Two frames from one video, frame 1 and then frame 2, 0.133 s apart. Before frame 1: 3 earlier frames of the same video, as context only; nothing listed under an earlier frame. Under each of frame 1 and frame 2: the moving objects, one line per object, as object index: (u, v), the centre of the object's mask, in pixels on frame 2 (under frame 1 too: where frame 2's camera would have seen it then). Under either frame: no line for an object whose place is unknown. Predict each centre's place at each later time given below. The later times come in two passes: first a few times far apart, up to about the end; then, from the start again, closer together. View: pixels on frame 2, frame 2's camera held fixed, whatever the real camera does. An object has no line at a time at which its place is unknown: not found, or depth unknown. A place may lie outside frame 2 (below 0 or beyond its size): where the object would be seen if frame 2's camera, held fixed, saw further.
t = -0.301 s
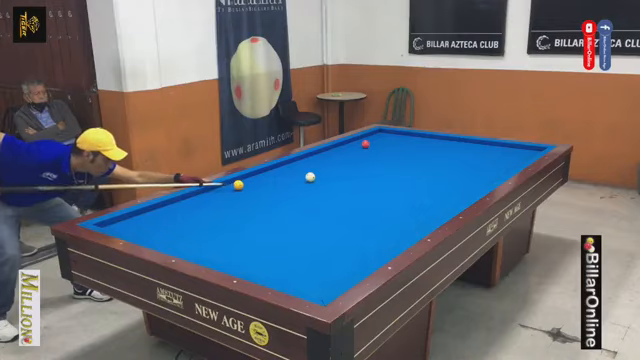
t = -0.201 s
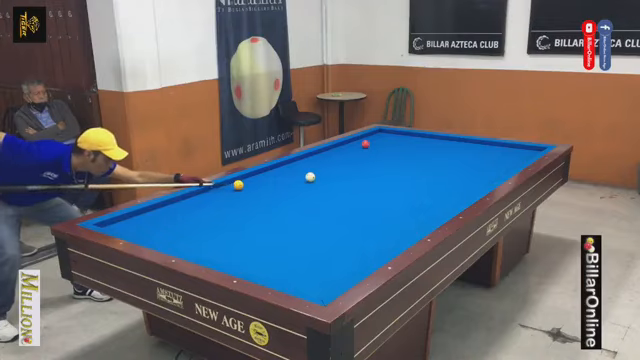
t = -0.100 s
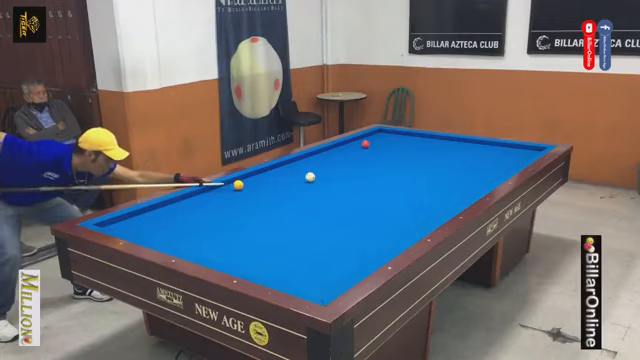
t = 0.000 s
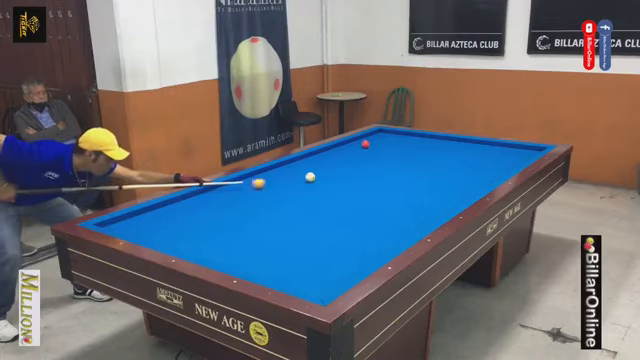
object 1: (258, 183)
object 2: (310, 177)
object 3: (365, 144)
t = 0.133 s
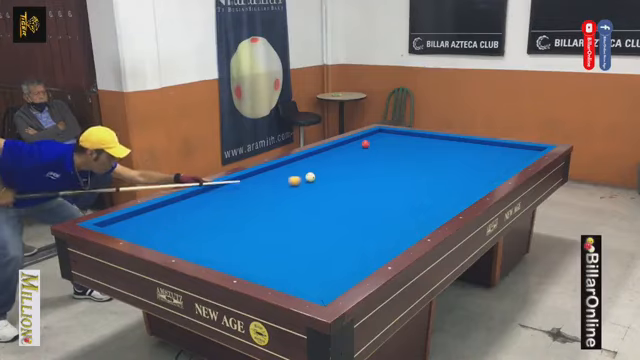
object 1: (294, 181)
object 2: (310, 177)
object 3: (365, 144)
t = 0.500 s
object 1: (383, 179)
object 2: (315, 172)
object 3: (365, 144)
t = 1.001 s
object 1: (493, 177)
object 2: (321, 165)
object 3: (365, 144)
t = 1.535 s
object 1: (461, 155)
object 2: (328, 158)
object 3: (365, 144)
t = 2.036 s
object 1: (440, 140)
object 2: (333, 153)
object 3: (365, 144)
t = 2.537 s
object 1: (401, 136)
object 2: (337, 148)
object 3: (365, 144)
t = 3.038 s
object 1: (361, 137)
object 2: (341, 144)
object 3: (365, 144)
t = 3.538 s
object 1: (363, 142)
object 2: (349, 141)
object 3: (367, 146)
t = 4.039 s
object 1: (363, 145)
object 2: (358, 139)
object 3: (369, 151)
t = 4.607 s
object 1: (364, 146)
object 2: (366, 138)
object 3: (372, 157)
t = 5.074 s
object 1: (364, 147)
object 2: (372, 137)
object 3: (375, 162)
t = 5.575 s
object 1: (363, 148)
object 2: (377, 136)
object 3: (378, 168)
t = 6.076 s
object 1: (363, 148)
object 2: (382, 135)
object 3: (380, 172)
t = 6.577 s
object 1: (363, 148)
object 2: (385, 135)
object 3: (383, 178)
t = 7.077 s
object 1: (363, 148)
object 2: (387, 134)
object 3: (386, 183)
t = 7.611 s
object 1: (363, 148)
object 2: (389, 134)
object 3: (389, 188)
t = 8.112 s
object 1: (363, 148)
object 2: (389, 134)
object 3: (391, 192)
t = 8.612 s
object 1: (363, 148)
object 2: (389, 134)
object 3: (393, 196)
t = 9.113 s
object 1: (363, 148)
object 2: (389, 134)
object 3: (395, 200)
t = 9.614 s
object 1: (363, 148)
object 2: (389, 134)
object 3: (397, 203)
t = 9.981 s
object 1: (363, 148)
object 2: (389, 134)
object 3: (398, 204)
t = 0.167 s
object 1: (303, 180)
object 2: (311, 176)
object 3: (365, 144)
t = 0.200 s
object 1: (311, 179)
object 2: (309, 174)
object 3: (365, 144)
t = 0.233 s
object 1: (319, 180)
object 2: (310, 176)
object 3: (365, 144)
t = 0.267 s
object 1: (327, 180)
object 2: (311, 175)
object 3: (365, 144)
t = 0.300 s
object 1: (335, 180)
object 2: (312, 175)
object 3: (365, 144)
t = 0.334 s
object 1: (343, 180)
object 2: (312, 174)
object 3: (365, 144)
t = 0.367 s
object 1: (351, 180)
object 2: (313, 174)
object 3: (365, 144)
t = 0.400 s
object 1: (359, 180)
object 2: (313, 173)
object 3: (365, 144)
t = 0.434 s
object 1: (367, 179)
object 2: (314, 173)
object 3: (365, 144)
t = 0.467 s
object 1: (374, 179)
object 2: (314, 172)
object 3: (365, 144)
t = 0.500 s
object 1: (383, 179)
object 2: (315, 172)
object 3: (365, 144)
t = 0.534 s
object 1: (391, 179)
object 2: (315, 171)
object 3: (365, 144)
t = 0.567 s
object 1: (399, 179)
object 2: (316, 171)
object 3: (365, 144)
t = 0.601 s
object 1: (407, 179)
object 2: (316, 170)
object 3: (365, 144)
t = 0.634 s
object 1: (415, 179)
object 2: (316, 170)
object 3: (365, 144)
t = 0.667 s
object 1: (422, 179)
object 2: (317, 169)
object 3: (365, 144)
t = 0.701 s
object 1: (431, 179)
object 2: (317, 169)
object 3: (365, 144)
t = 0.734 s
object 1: (439, 179)
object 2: (318, 168)
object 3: (365, 144)
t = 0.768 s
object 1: (447, 179)
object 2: (318, 168)
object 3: (365, 144)
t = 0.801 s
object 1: (455, 179)
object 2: (319, 167)
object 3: (365, 144)
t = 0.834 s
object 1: (463, 179)
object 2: (319, 167)
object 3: (365, 144)
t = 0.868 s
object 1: (471, 179)
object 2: (320, 166)
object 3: (365, 144)
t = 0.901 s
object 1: (479, 179)
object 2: (320, 166)
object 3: (365, 144)
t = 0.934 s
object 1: (487, 179)
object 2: (321, 165)
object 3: (365, 144)
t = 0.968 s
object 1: (494, 178)
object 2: (321, 165)
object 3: (365, 144)
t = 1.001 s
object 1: (493, 177)
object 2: (321, 165)
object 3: (365, 144)
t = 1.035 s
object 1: (490, 175)
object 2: (322, 164)
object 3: (365, 144)
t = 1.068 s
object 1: (487, 174)
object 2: (322, 164)
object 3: (365, 144)
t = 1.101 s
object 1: (484, 172)
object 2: (322, 163)
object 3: (365, 144)
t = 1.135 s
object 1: (482, 171)
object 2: (323, 163)
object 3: (365, 144)
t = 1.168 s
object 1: (480, 169)
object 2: (323, 162)
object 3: (365, 144)
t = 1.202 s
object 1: (478, 168)
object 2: (324, 162)
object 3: (365, 144)
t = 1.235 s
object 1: (476, 167)
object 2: (324, 161)
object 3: (365, 144)
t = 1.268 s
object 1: (474, 165)
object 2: (325, 161)
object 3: (365, 144)
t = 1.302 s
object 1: (473, 164)
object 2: (325, 161)
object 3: (365, 144)
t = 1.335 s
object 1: (471, 163)
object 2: (325, 160)
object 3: (365, 144)
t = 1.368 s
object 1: (469, 162)
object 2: (326, 160)
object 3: (365, 144)
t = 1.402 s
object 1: (467, 160)
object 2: (326, 159)
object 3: (365, 144)
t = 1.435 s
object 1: (466, 159)
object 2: (327, 159)
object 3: (365, 144)
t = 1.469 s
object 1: (464, 158)
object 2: (327, 159)
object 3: (365, 144)
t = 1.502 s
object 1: (462, 157)
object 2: (327, 158)
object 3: (365, 144)
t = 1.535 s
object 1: (461, 155)
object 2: (328, 158)
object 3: (365, 144)
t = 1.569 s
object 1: (459, 154)
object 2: (328, 158)
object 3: (365, 144)
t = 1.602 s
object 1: (458, 153)
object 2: (328, 157)
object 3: (365, 144)
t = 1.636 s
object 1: (456, 152)
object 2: (329, 157)
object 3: (365, 144)
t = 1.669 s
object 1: (454, 151)
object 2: (329, 156)
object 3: (365, 144)
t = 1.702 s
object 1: (453, 150)
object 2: (329, 156)
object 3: (365, 144)
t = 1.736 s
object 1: (452, 149)
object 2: (330, 156)
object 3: (365, 144)
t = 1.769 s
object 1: (451, 148)
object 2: (330, 155)
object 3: (365, 144)
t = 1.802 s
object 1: (449, 147)
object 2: (330, 155)
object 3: (365, 144)
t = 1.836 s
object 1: (448, 146)
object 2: (331, 155)
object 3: (365, 144)
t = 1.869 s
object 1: (446, 145)
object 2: (331, 154)
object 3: (365, 144)
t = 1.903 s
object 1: (445, 144)
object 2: (331, 154)
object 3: (365, 144)
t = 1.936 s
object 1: (444, 143)
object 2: (331, 154)
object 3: (365, 144)
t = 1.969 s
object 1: (442, 142)
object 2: (332, 153)
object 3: (365, 144)
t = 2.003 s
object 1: (441, 141)
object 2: (332, 153)
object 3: (365, 144)
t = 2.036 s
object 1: (440, 140)
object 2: (333, 153)
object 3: (365, 144)
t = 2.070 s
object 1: (439, 139)
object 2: (333, 153)
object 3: (365, 144)
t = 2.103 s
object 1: (438, 139)
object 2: (333, 152)
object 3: (365, 144)
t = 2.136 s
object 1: (436, 138)
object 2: (334, 152)
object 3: (365, 144)
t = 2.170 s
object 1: (435, 137)
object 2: (334, 152)
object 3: (365, 144)
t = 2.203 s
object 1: (434, 136)
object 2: (334, 151)
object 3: (365, 144)
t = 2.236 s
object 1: (431, 136)
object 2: (334, 151)
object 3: (365, 144)
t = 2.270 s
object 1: (427, 136)
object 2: (335, 150)
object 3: (365, 144)
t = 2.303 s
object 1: (424, 136)
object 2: (335, 150)
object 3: (365, 144)
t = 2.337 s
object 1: (421, 136)
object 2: (335, 150)
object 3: (365, 144)
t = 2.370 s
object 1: (417, 136)
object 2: (336, 149)
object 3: (365, 144)
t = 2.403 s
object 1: (414, 136)
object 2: (336, 149)
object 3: (365, 144)
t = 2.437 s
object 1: (411, 136)
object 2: (336, 149)
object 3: (365, 144)
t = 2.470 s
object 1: (408, 136)
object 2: (336, 149)
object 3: (365, 144)
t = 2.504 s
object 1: (405, 136)
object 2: (337, 148)
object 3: (365, 144)
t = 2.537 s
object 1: (401, 136)
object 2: (337, 148)
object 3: (365, 144)
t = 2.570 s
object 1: (398, 136)
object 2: (337, 148)
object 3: (365, 144)
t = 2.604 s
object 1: (395, 136)
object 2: (337, 147)
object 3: (365, 144)
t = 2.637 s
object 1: (392, 136)
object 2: (338, 147)
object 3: (365, 144)
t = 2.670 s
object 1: (389, 136)
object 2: (338, 147)
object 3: (365, 144)
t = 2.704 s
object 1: (385, 136)
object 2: (338, 147)
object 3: (365, 144)
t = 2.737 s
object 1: (382, 136)
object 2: (339, 146)
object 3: (365, 144)
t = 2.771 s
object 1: (379, 136)
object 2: (339, 146)
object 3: (365, 144)
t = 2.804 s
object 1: (376, 137)
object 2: (339, 146)
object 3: (365, 144)
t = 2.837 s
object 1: (373, 136)
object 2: (339, 145)
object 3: (365, 144)
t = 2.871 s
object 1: (370, 136)
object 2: (339, 145)
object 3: (365, 144)
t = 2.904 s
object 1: (367, 136)
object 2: (340, 145)
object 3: (365, 144)
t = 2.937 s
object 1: (364, 136)
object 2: (340, 144)
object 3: (365, 144)
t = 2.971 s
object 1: (361, 136)
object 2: (340, 144)
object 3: (365, 144)
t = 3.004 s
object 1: (361, 137)
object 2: (340, 144)
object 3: (365, 144)
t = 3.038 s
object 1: (361, 137)
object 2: (341, 144)
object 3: (365, 144)
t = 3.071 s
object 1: (361, 137)
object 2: (341, 143)
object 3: (365, 144)
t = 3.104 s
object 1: (362, 138)
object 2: (341, 143)
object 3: (366, 144)
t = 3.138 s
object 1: (362, 139)
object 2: (342, 143)
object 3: (365, 144)
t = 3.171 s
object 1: (362, 139)
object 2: (342, 143)
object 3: (365, 144)
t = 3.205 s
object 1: (362, 139)
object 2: (343, 143)
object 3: (365, 144)
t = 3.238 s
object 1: (362, 140)
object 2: (343, 143)
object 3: (365, 144)
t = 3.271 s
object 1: (362, 140)
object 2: (344, 142)
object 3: (365, 144)
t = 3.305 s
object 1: (363, 141)
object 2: (345, 142)
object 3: (365, 144)
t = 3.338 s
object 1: (362, 141)
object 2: (346, 142)
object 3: (365, 144)
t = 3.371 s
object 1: (362, 141)
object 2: (346, 142)
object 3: (365, 144)
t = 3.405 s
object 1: (362, 141)
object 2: (347, 142)
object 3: (366, 145)
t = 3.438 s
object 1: (362, 141)
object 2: (347, 142)
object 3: (366, 145)
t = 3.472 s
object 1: (363, 141)
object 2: (348, 142)
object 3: (366, 145)
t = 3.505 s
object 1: (363, 142)
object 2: (349, 142)
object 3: (366, 146)
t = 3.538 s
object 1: (363, 142)
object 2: (349, 141)
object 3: (367, 146)
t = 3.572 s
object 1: (363, 142)
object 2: (350, 141)
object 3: (367, 146)
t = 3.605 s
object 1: (363, 142)
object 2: (351, 141)
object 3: (367, 146)
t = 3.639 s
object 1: (363, 143)
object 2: (351, 141)
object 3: (367, 147)
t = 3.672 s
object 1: (363, 143)
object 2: (352, 141)
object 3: (367, 147)
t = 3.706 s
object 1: (363, 143)
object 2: (352, 141)
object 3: (367, 147)
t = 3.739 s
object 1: (363, 143)
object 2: (353, 141)
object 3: (367, 148)
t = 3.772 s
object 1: (363, 143)
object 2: (353, 141)
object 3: (368, 148)
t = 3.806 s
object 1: (363, 144)
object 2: (354, 140)
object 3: (368, 149)
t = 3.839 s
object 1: (363, 144)
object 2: (355, 140)
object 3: (368, 149)
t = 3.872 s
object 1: (363, 144)
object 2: (355, 140)
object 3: (368, 149)
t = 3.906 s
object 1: (363, 144)
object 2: (356, 140)
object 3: (368, 150)
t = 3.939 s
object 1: (363, 144)
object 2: (356, 140)
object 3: (369, 151)
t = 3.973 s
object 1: (363, 144)
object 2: (357, 140)
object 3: (369, 151)
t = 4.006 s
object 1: (363, 144)
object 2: (357, 140)
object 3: (369, 151)
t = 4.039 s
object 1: (363, 145)
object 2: (358, 139)
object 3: (369, 151)
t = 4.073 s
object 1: (363, 145)
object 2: (358, 139)
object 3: (369, 152)
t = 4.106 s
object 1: (364, 145)
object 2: (359, 139)
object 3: (369, 152)
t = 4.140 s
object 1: (364, 145)
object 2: (359, 139)
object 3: (370, 152)
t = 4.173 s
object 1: (364, 145)
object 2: (360, 139)
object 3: (370, 153)
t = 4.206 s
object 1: (364, 145)
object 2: (360, 139)
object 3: (370, 153)
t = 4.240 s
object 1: (364, 145)
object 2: (361, 139)
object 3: (370, 153)
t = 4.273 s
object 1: (364, 145)
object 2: (361, 139)
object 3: (370, 154)
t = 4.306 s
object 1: (364, 145)
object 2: (362, 139)
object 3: (370, 154)
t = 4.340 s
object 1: (364, 145)
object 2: (362, 138)
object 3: (370, 154)
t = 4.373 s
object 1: (364, 145)
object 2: (363, 138)
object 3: (371, 155)
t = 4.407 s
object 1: (364, 146)
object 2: (363, 138)
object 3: (371, 155)
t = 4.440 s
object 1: (364, 145)
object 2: (364, 138)
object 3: (371, 155)
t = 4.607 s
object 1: (364, 146)
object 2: (366, 138)
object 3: (372, 157)
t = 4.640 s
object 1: (364, 146)
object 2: (367, 138)
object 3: (372, 158)
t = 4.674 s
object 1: (364, 146)
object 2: (367, 138)
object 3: (373, 158)
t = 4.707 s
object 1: (364, 146)
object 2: (367, 138)
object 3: (373, 158)
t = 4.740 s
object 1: (364, 146)
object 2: (368, 138)
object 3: (373, 159)
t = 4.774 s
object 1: (364, 147)
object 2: (368, 138)
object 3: (373, 159)
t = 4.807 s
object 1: (364, 147)
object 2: (369, 138)
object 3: (373, 159)
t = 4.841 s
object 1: (364, 147)
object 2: (369, 138)
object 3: (373, 160)
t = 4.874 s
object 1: (364, 147)
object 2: (369, 138)
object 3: (374, 160)
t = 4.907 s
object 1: (364, 147)
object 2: (370, 138)
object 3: (374, 160)
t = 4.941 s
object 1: (364, 147)
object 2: (370, 137)
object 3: (374, 161)
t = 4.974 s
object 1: (364, 147)
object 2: (371, 137)
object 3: (375, 161)
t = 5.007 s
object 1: (364, 147)
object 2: (371, 137)
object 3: (375, 161)
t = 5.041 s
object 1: (364, 147)
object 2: (371, 137)
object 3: (375, 162)
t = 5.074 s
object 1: (364, 147)
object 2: (372, 137)
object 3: (375, 162)
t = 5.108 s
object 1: (364, 147)
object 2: (372, 137)
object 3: (375, 162)
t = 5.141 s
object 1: (364, 147)
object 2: (373, 137)
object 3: (376, 163)
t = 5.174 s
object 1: (364, 147)
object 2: (373, 137)
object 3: (376, 163)
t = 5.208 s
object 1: (363, 147)
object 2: (373, 137)
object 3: (376, 164)
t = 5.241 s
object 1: (363, 147)
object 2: (374, 137)
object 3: (376, 164)
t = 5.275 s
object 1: (363, 147)
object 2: (374, 136)
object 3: (376, 164)
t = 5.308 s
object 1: (363, 147)
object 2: (375, 136)
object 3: (377, 165)
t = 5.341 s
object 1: (363, 147)
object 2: (375, 136)
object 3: (377, 165)
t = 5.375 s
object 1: (363, 147)
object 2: (375, 136)
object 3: (377, 165)
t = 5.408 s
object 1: (363, 147)
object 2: (376, 136)
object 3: (377, 166)
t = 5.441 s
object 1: (363, 148)
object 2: (376, 136)
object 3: (377, 166)
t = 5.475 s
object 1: (363, 148)
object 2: (376, 136)
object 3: (377, 166)
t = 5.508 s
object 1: (363, 148)
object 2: (377, 136)
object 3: (378, 167)
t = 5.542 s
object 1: (363, 148)
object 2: (377, 136)
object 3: (378, 167)
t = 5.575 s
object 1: (363, 148)
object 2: (377, 136)
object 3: (378, 168)
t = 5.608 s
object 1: (363, 148)
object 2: (378, 136)
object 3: (378, 168)
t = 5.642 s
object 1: (363, 148)
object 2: (378, 136)
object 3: (378, 168)
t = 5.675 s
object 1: (363, 148)
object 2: (378, 136)
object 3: (378, 169)
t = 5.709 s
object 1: (363, 148)
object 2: (379, 136)
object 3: (379, 169)
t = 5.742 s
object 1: (363, 148)
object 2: (379, 136)
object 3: (379, 169)
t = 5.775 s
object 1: (363, 148)
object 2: (379, 136)
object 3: (379, 170)
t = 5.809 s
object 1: (363, 148)
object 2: (380, 136)
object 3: (379, 170)
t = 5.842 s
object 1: (363, 148)
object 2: (380, 136)
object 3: (379, 170)
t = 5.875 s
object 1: (363, 148)
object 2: (380, 135)
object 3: (379, 171)
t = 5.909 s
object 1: (363, 148)
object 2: (380, 136)
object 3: (379, 171)
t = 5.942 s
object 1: (363, 148)
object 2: (380, 135)
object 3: (380, 171)
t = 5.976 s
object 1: (363, 148)
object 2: (381, 135)
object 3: (380, 172)
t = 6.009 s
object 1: (363, 148)
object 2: (381, 135)
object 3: (380, 172)
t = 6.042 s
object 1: (363, 148)
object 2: (381, 135)
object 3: (380, 172)
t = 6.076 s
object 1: (363, 148)
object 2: (382, 135)
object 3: (380, 172)
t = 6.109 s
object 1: (363, 148)
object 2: (382, 135)
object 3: (381, 173)
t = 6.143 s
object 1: (363, 148)
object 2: (382, 135)
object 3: (381, 173)
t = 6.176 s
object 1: (363, 148)
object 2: (382, 135)
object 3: (381, 173)
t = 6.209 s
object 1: (363, 148)
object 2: (383, 135)
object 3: (381, 174)
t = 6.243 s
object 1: (363, 148)
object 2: (383, 135)
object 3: (382, 174)
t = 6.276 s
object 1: (363, 148)
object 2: (383, 135)
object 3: (382, 175)
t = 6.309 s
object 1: (363, 148)
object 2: (383, 135)
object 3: (382, 175)
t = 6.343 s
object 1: (363, 148)
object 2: (384, 135)
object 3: (382, 175)
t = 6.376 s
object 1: (363, 148)
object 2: (384, 135)
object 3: (382, 176)
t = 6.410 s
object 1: (363, 148)
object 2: (384, 135)
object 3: (382, 176)
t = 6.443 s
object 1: (363, 148)
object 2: (384, 135)
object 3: (382, 176)
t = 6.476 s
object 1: (363, 148)
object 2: (384, 135)
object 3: (383, 176)
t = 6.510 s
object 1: (363, 148)
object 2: (385, 135)
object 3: (383, 177)
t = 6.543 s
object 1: (363, 148)
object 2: (385, 135)
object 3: (383, 177)
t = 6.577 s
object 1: (363, 148)
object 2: (385, 135)
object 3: (383, 178)
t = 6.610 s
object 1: (363, 148)
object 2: (385, 135)
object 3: (383, 178)
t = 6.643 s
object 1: (363, 148)
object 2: (385, 135)
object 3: (383, 178)
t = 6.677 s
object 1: (363, 148)
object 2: (386, 135)
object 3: (384, 179)
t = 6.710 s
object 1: (363, 148)
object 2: (386, 135)
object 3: (384, 179)
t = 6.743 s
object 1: (363, 148)
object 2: (386, 135)
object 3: (384, 179)
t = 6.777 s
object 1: (363, 148)
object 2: (386, 135)
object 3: (384, 180)
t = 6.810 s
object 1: (363, 148)
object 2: (386, 134)
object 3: (384, 180)
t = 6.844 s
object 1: (363, 148)
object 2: (386, 134)
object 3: (385, 181)
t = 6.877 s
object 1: (363, 148)
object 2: (386, 134)
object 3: (385, 181)
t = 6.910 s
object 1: (363, 148)
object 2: (387, 134)
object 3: (385, 181)
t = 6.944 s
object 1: (363, 148)
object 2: (387, 134)
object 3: (385, 181)
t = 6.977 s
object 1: (363, 148)
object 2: (387, 134)
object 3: (385, 182)
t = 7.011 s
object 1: (363, 148)
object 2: (387, 134)
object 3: (386, 182)
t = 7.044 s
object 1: (363, 148)
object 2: (387, 134)
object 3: (386, 183)
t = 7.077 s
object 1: (363, 148)
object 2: (387, 134)
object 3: (386, 183)
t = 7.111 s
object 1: (363, 148)
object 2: (387, 134)
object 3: (386, 183)
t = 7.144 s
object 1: (363, 148)
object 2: (387, 134)
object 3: (386, 183)
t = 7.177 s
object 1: (363, 148)
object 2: (388, 134)
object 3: (386, 183)
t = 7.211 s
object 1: (363, 148)
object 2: (388, 134)
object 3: (387, 184)
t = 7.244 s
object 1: (363, 148)
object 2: (388, 134)
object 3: (387, 184)
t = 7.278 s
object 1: (363, 148)
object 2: (388, 134)
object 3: (387, 185)
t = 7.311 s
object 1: (363, 148)
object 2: (388, 134)
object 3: (387, 185)
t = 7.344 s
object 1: (363, 148)
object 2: (388, 134)
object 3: (387, 185)
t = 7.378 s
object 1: (363, 148)
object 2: (388, 134)
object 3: (388, 185)
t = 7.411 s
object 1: (363, 148)
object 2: (388, 134)
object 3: (388, 186)
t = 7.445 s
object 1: (363, 148)
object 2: (388, 134)
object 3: (388, 186)
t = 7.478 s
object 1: (363, 148)
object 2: (388, 134)
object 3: (388, 186)
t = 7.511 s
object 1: (363, 148)
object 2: (388, 134)
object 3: (388, 186)
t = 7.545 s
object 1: (363, 148)
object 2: (388, 134)
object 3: (388, 187)
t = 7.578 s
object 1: (363, 148)
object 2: (389, 134)
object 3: (389, 187)
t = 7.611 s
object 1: (363, 148)
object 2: (389, 134)
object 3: (389, 188)
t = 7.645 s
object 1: (363, 148)
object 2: (389, 134)
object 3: (389, 188)
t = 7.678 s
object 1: (363, 148)
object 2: (389, 134)
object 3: (389, 188)
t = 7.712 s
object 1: (363, 148)
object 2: (389, 134)
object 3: (389, 189)
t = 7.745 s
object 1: (363, 148)
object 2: (389, 134)
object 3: (389, 189)
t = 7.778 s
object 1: (363, 148)
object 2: (389, 134)
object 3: (390, 189)
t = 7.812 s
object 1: (363, 148)
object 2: (389, 134)
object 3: (390, 189)
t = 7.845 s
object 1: (363, 148)
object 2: (389, 134)
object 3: (390, 189)
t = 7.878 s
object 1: (363, 148)
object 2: (389, 134)
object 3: (390, 190)
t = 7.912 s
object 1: (363, 148)
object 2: (389, 134)
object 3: (390, 190)
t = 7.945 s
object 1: (363, 148)
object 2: (389, 134)
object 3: (390, 190)
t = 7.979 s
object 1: (363, 148)
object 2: (389, 134)
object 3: (390, 190)
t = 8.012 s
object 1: (363, 148)
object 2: (389, 134)
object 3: (391, 191)
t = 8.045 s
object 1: (363, 148)
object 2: (389, 134)
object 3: (391, 191)
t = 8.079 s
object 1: (363, 148)
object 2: (389, 134)
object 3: (391, 192)
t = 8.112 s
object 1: (363, 148)
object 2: (389, 134)
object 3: (391, 192)
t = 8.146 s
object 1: (363, 148)
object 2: (389, 134)
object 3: (392, 192)
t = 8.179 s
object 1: (363, 148)
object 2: (389, 134)
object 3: (392, 193)
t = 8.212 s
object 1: (363, 148)
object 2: (389, 134)
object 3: (392, 193)
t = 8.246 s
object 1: (363, 148)
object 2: (389, 134)
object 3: (392, 193)
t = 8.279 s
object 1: (363, 148)
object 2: (389, 134)
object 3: (392, 193)
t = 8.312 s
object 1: (363, 148)
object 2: (389, 134)
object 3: (392, 193)
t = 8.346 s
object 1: (363, 148)
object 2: (389, 134)
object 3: (392, 194)
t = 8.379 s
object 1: (363, 148)
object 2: (389, 134)
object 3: (393, 195)
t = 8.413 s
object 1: (363, 148)
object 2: (389, 134)
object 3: (392, 195)
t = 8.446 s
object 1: (363, 148)
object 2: (389, 134)
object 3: (393, 195)
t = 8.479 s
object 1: (363, 148)
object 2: (389, 134)
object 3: (393, 195)
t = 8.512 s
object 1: (363, 148)
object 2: (389, 134)
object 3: (393, 195)
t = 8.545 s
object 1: (363, 148)
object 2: (389, 134)
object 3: (393, 195)
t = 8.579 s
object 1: (363, 148)
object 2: (389, 134)
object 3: (393, 196)
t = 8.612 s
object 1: (363, 148)
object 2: (389, 134)
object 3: (393, 196)
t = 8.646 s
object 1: (363, 148)
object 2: (389, 134)
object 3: (393, 196)
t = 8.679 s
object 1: (363, 148)
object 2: (389, 134)
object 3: (394, 197)
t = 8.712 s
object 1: (363, 148)
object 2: (389, 134)
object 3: (394, 197)
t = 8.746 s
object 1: (363, 148)
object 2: (389, 134)
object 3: (394, 197)
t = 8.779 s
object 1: (363, 148)
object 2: (389, 134)
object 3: (394, 197)
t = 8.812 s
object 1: (363, 148)
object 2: (389, 134)
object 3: (394, 197)
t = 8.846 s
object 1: (363, 148)
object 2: (389, 134)
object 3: (394, 198)
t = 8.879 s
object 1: (363, 148)
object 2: (389, 134)
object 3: (394, 198)
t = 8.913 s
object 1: (363, 148)
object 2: (389, 134)
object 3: (394, 198)
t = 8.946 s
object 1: (363, 148)
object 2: (389, 134)
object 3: (394, 199)
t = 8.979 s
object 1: (363, 148)
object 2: (389, 134)
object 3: (395, 199)
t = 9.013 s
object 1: (363, 148)
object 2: (389, 134)
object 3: (395, 199)
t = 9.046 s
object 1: (363, 148)
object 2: (389, 134)
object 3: (395, 199)
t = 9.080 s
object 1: (363, 148)
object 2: (389, 134)
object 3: (395, 200)
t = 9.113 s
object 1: (363, 148)
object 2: (389, 134)
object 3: (395, 200)
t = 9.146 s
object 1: (363, 148)
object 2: (389, 134)
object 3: (395, 200)
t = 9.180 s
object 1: (363, 148)
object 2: (389, 134)
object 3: (395, 200)
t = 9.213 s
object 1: (363, 148)
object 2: (389, 134)
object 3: (395, 200)
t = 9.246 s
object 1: (363, 148)
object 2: (389, 134)
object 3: (396, 201)
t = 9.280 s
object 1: (363, 148)
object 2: (389, 134)
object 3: (396, 201)
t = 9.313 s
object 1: (363, 148)
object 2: (389, 134)
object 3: (396, 201)
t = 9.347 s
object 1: (363, 148)
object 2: (389, 134)
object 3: (396, 202)
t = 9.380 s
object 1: (363, 148)
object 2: (389, 134)
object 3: (396, 202)
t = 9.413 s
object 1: (363, 148)
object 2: (389, 134)
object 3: (396, 202)
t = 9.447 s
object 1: (363, 148)
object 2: (389, 134)
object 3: (396, 202)
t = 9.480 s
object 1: (363, 148)
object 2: (389, 134)
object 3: (396, 202)
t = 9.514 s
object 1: (363, 148)
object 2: (389, 134)
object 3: (397, 202)
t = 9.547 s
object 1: (363, 148)
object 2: (389, 134)
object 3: (397, 202)
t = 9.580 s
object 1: (363, 148)
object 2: (389, 134)
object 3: (397, 203)
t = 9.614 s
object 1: (363, 148)
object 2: (389, 134)
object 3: (397, 203)
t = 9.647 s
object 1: (363, 148)
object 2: (389, 134)
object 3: (397, 203)
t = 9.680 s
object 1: (363, 148)
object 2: (389, 134)
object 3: (397, 203)
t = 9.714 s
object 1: (363, 148)
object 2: (389, 134)
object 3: (397, 204)
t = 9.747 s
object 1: (363, 148)
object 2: (389, 134)
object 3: (397, 204)
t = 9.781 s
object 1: (363, 148)
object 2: (389, 134)
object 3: (397, 204)
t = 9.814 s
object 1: (363, 148)
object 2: (389, 134)
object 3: (398, 204)
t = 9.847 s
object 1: (363, 148)
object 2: (389, 134)
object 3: (398, 204)
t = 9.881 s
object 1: (363, 148)
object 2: (389, 134)
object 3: (398, 204)
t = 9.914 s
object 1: (363, 148)
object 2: (389, 134)
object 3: (398, 204)
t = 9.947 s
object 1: (363, 148)
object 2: (389, 134)
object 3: (398, 204)
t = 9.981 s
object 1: (363, 148)
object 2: (389, 134)
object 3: (398, 204)
